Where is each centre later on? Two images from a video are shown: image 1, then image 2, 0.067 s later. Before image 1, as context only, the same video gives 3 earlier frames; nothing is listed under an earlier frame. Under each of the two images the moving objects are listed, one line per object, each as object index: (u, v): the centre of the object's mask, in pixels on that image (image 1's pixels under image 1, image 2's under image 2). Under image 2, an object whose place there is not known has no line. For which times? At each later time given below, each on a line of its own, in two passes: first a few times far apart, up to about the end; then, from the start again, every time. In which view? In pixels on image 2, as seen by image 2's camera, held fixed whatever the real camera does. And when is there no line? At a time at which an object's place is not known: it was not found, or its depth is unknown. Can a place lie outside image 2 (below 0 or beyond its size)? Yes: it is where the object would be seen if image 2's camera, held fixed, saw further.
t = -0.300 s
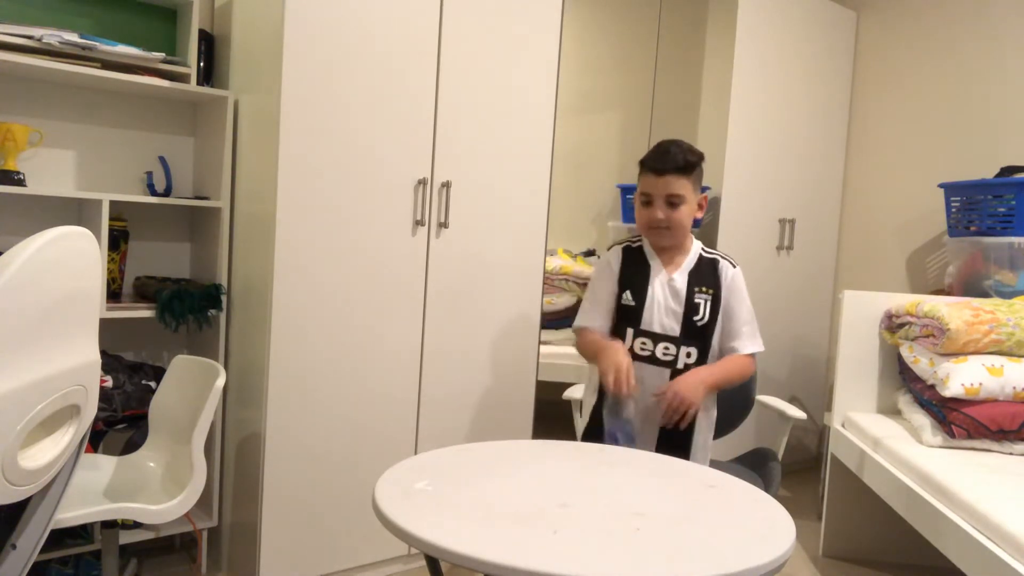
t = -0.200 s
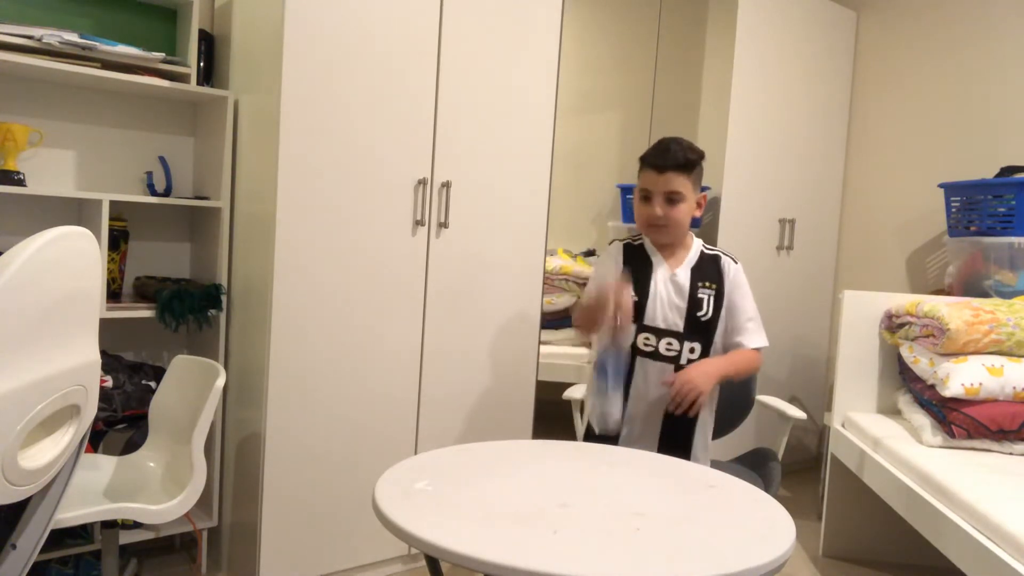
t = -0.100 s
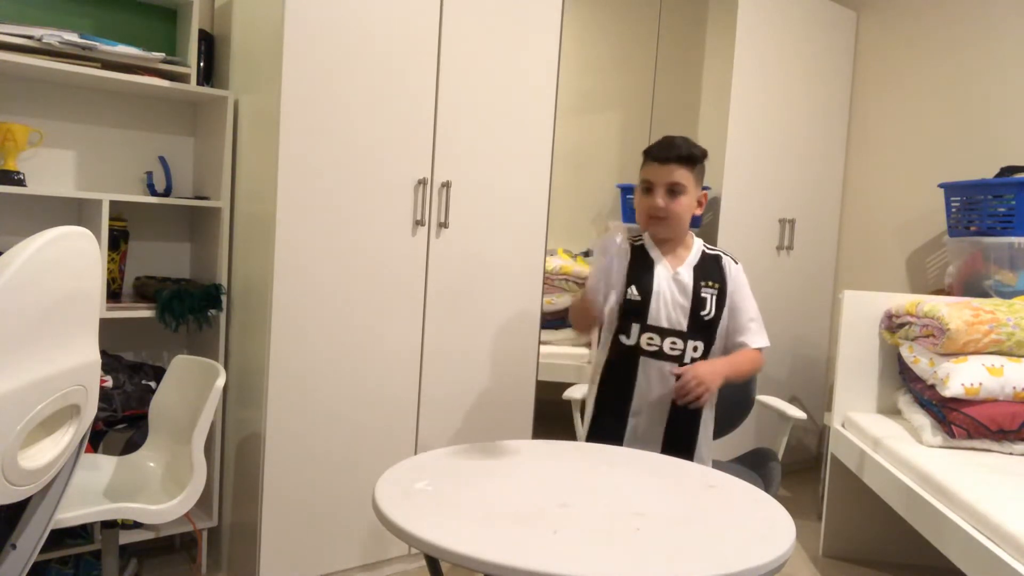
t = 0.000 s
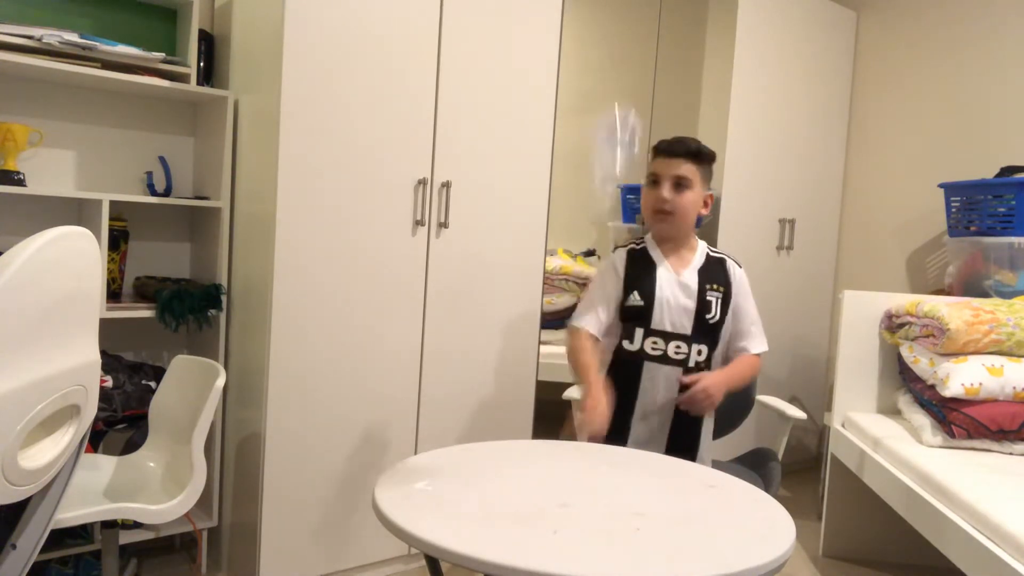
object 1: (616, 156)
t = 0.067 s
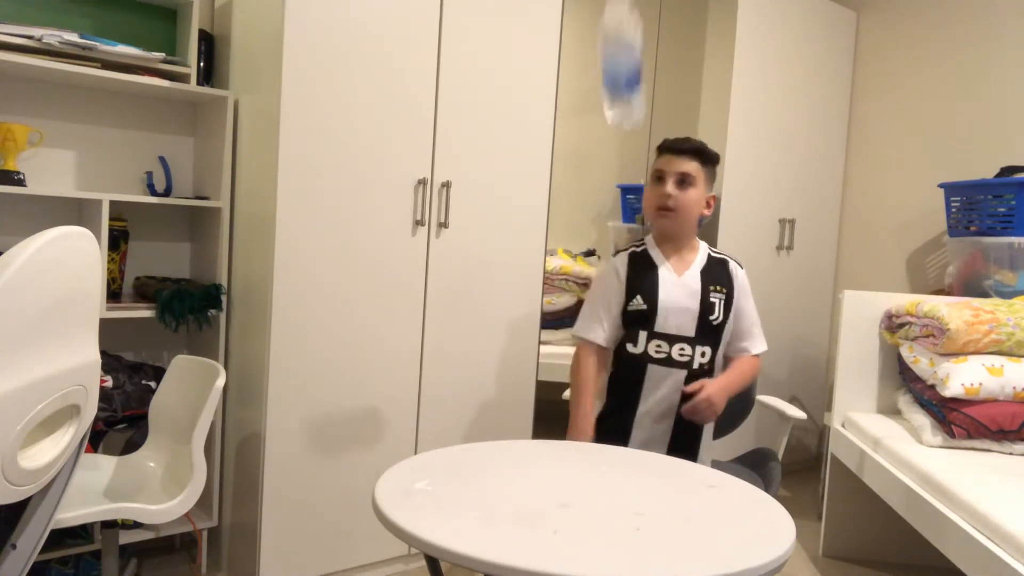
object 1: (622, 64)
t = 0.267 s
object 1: (625, 82)
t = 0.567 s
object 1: (590, 514)
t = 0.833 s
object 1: (593, 534)
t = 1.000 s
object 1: (589, 534)
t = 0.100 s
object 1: (624, 57)
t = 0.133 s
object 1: (625, 55)
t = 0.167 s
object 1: (626, 54)
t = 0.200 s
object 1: (626, 59)
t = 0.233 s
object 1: (626, 62)
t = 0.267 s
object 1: (625, 82)
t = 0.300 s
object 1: (622, 112)
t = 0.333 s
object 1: (617, 152)
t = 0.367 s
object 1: (615, 189)
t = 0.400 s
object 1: (617, 242)
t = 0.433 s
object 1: (612, 293)
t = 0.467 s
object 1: (604, 361)
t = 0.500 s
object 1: (600, 412)
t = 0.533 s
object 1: (600, 452)
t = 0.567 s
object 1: (590, 514)
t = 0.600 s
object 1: (589, 531)
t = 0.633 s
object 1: (591, 532)
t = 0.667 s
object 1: (593, 533)
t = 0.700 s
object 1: (593, 534)
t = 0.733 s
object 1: (593, 534)
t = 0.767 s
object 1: (593, 534)
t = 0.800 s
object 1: (593, 534)
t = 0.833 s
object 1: (593, 534)
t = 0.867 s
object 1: (592, 534)
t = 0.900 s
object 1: (592, 534)
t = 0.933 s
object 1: (591, 534)
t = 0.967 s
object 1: (590, 534)
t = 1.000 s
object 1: (589, 534)
